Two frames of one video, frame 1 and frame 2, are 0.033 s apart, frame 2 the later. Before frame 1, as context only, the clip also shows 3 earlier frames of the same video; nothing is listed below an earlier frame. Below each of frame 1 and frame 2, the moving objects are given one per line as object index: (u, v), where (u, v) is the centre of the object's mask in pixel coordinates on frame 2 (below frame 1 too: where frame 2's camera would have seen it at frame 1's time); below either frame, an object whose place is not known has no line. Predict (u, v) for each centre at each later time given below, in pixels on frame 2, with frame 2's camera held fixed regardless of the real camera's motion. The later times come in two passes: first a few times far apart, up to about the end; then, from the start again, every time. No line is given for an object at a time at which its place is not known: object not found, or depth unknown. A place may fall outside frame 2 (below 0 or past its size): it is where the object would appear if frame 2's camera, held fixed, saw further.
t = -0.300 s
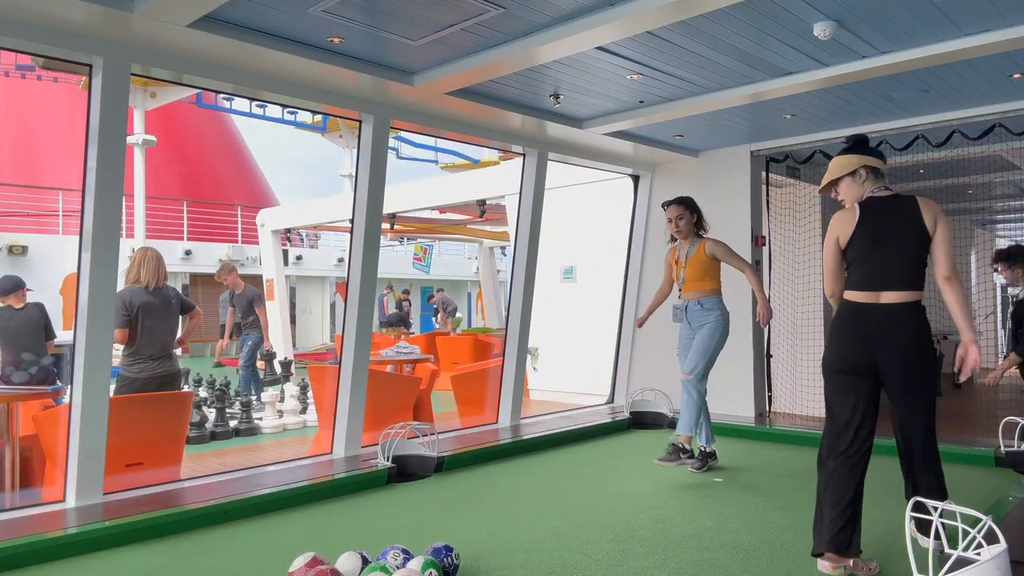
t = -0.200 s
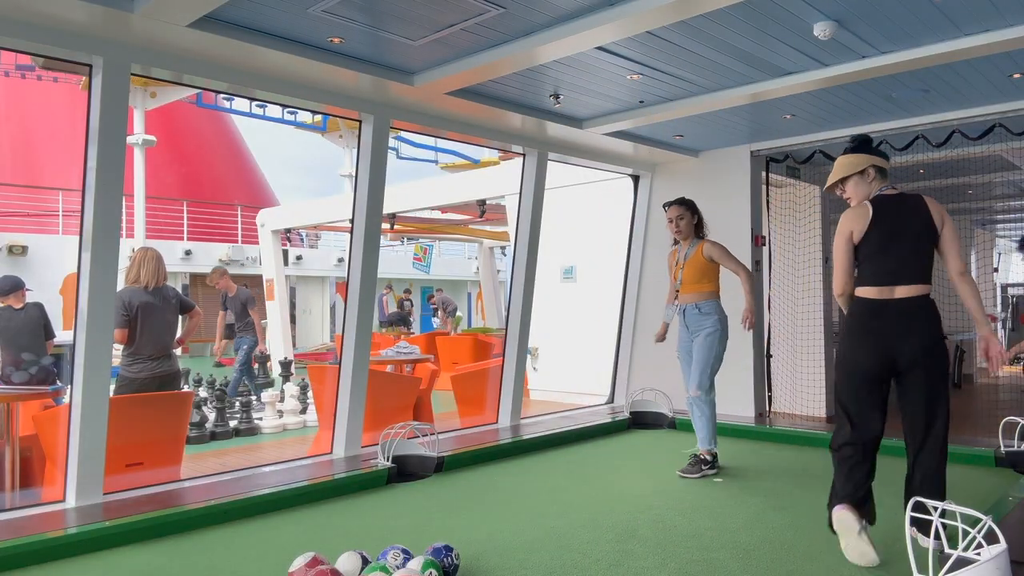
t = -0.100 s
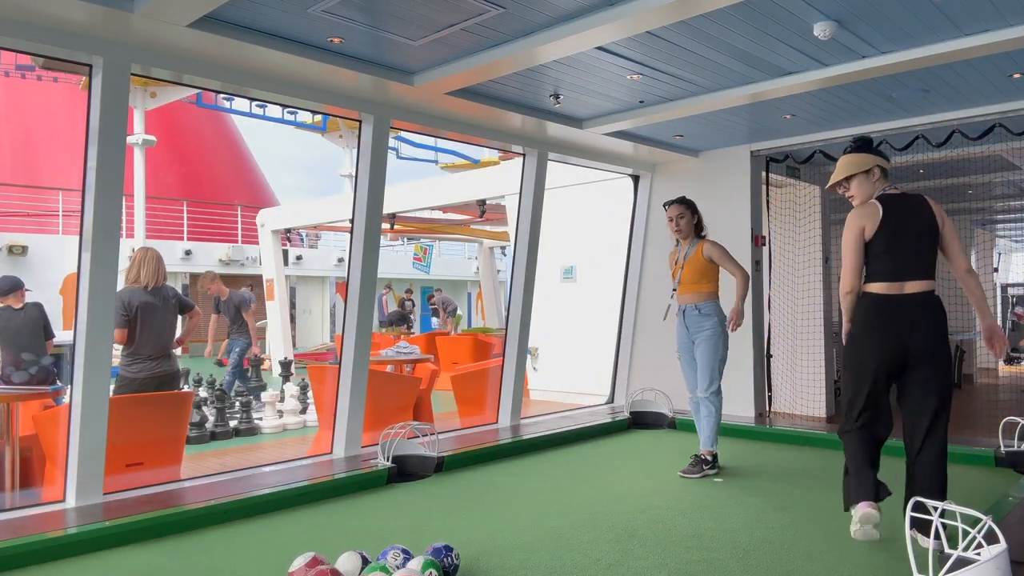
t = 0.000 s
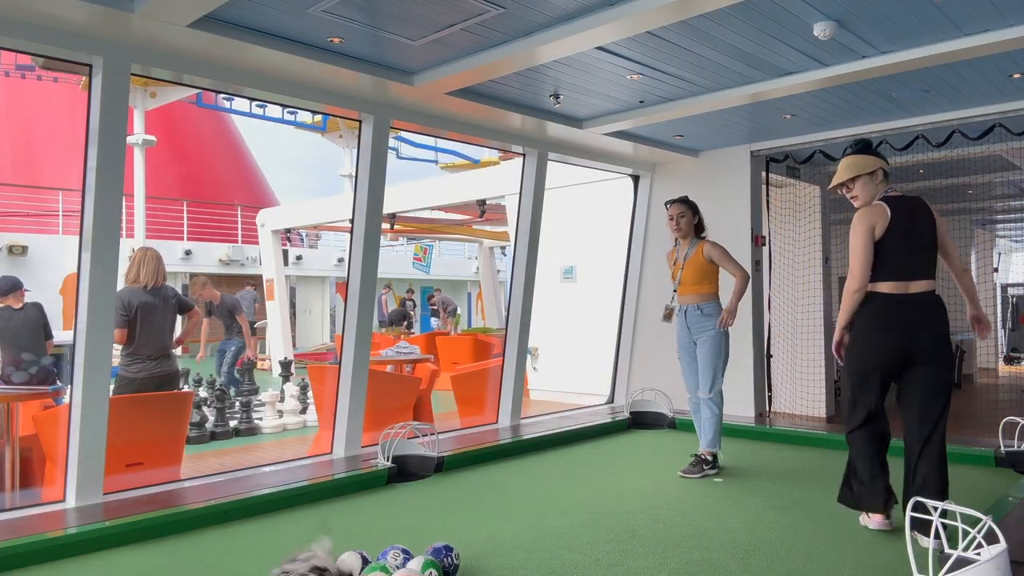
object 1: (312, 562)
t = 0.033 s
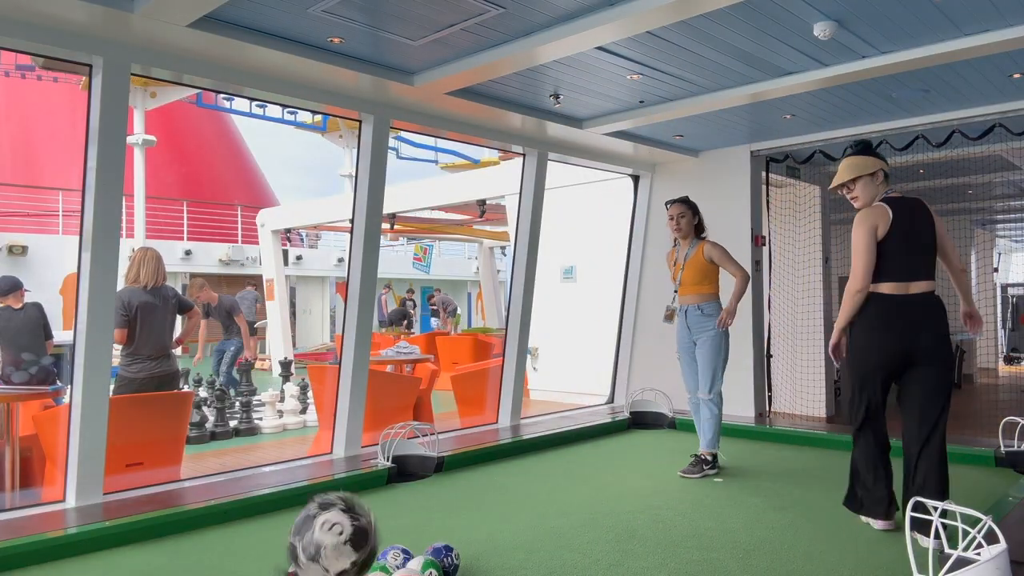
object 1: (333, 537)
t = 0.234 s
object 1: (459, 396)
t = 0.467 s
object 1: (562, 503)
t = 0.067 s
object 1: (357, 498)
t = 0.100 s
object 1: (382, 460)
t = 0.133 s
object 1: (402, 436)
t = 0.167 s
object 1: (421, 415)
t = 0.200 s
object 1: (441, 402)
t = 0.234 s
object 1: (459, 396)
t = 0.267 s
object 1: (474, 397)
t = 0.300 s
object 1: (490, 403)
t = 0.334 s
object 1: (506, 414)
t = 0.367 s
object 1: (520, 431)
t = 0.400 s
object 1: (535, 452)
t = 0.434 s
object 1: (548, 473)
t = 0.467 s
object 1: (562, 503)
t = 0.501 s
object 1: (574, 538)
